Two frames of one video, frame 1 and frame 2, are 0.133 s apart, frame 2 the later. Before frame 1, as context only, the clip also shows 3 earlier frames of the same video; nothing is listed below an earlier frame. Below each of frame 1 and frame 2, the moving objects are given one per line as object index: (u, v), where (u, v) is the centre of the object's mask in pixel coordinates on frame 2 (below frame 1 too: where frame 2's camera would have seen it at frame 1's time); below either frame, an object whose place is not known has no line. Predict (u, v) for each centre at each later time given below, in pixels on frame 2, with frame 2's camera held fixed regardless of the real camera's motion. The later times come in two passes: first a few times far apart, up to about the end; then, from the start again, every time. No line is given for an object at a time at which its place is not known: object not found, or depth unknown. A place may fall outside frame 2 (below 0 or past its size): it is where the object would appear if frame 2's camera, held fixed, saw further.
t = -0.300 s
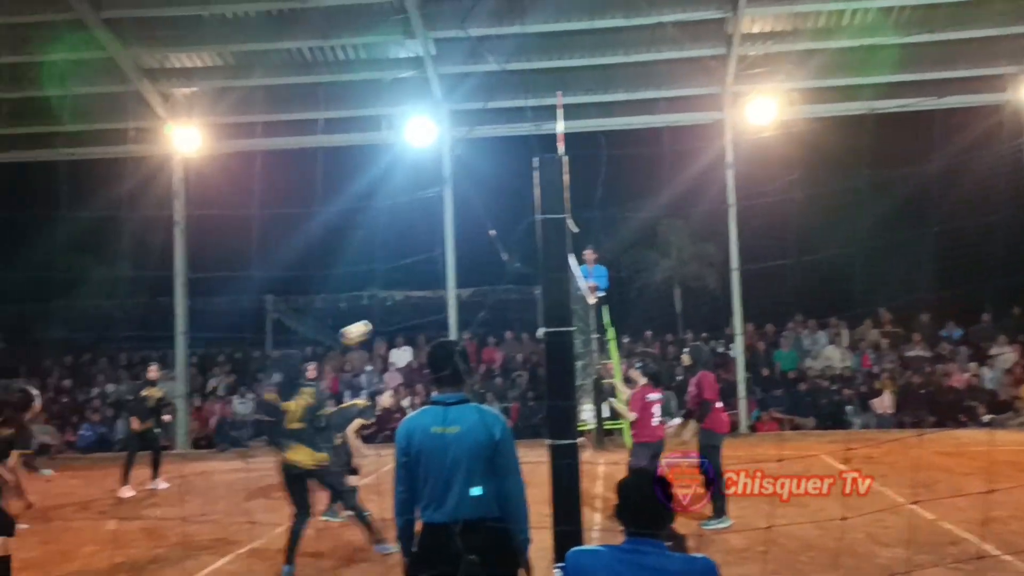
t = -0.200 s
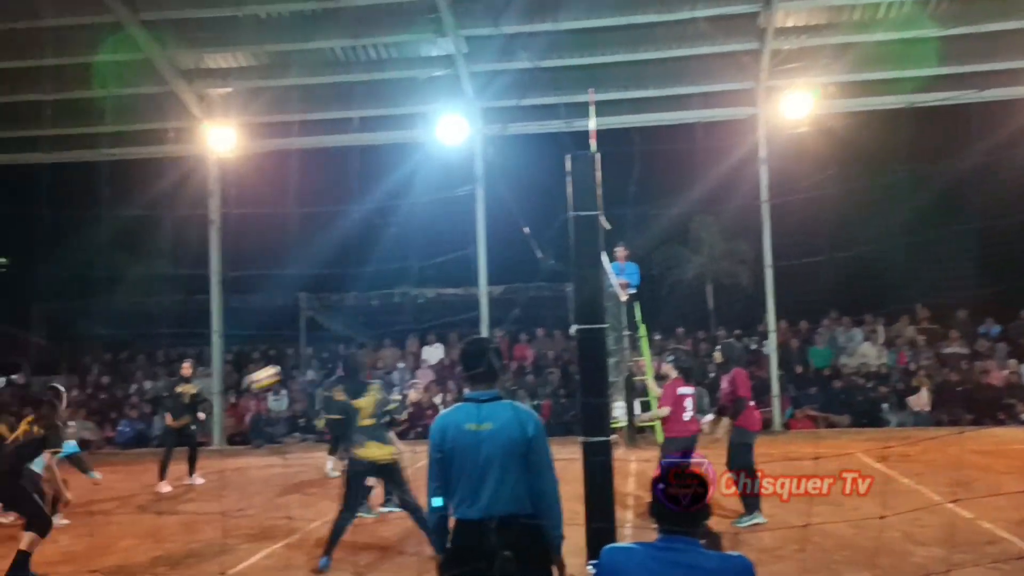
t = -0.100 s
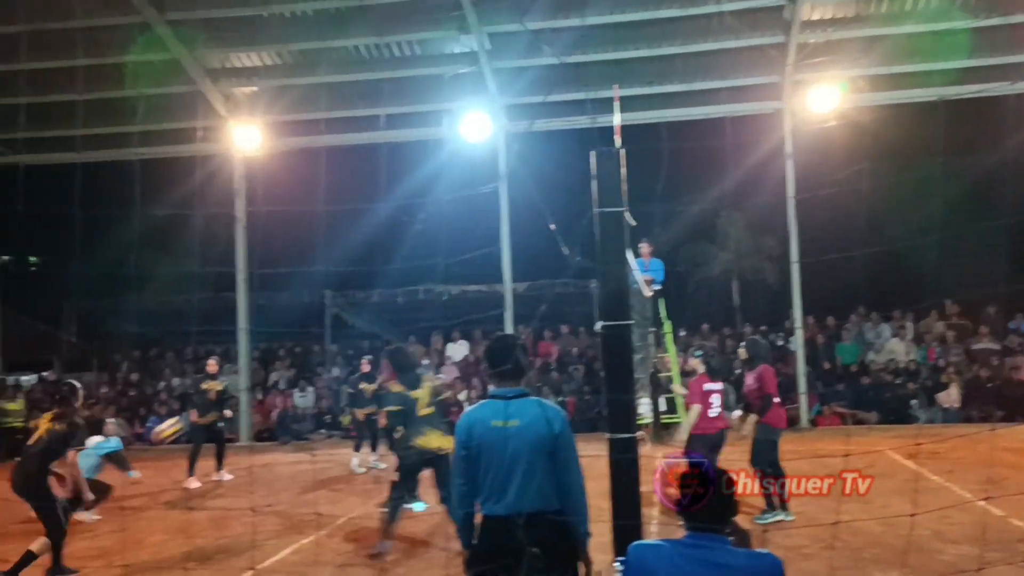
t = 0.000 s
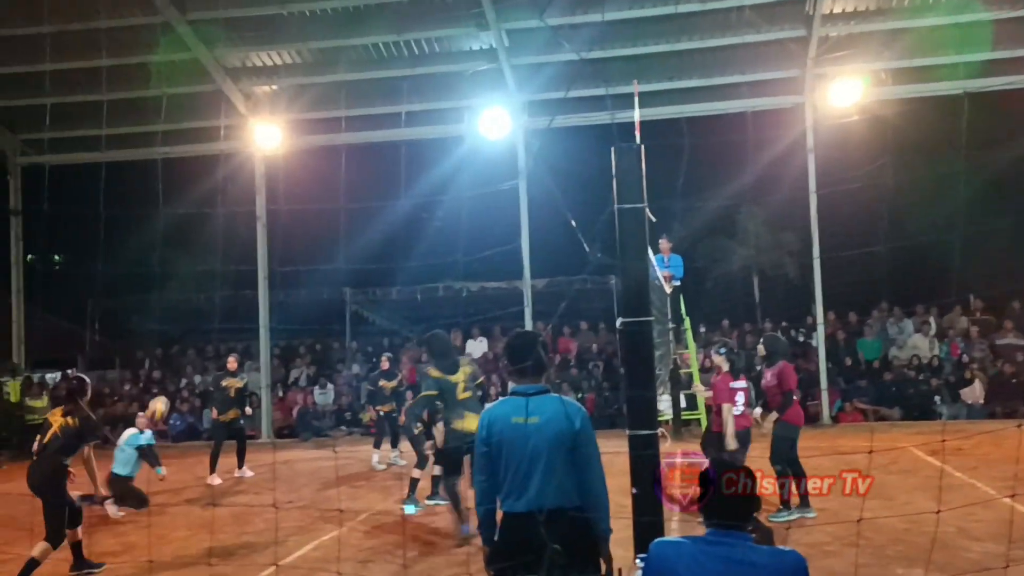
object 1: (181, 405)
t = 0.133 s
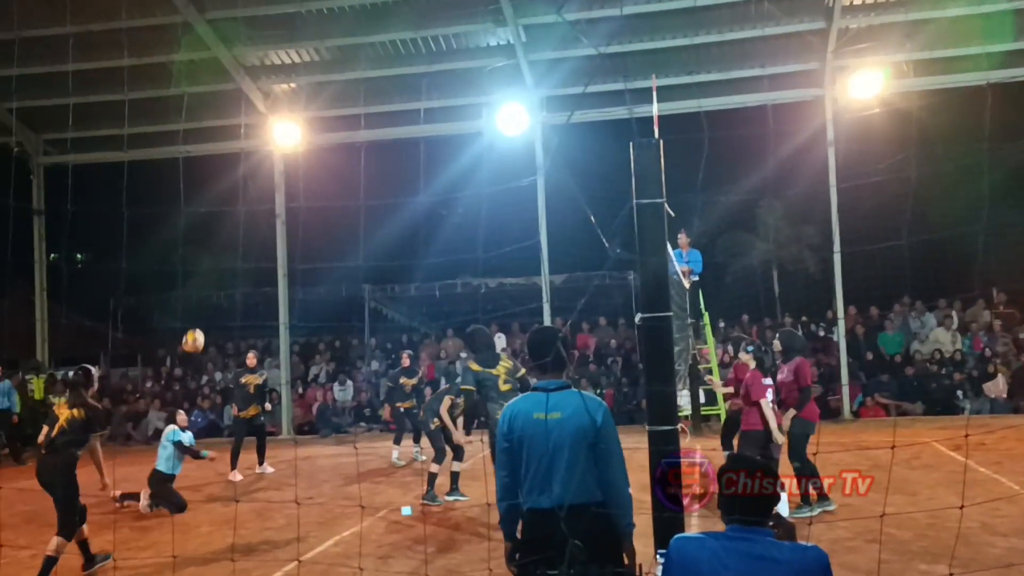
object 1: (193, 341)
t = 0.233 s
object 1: (204, 303)
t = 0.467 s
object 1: (230, 246)
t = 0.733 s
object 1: (262, 243)
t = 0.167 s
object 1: (197, 327)
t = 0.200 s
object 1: (201, 314)
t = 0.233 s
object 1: (204, 303)
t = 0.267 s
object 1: (208, 292)
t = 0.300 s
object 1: (212, 281)
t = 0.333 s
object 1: (215, 272)
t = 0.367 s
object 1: (219, 265)
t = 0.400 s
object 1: (223, 257)
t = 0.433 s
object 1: (227, 251)
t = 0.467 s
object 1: (230, 246)
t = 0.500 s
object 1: (233, 242)
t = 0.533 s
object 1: (238, 239)
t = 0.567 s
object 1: (241, 237)
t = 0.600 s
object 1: (246, 236)
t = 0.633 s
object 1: (250, 236)
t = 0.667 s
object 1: (253, 238)
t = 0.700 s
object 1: (257, 240)
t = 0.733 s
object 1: (262, 243)
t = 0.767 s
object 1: (266, 248)
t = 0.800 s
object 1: (270, 253)
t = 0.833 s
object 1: (275, 259)
